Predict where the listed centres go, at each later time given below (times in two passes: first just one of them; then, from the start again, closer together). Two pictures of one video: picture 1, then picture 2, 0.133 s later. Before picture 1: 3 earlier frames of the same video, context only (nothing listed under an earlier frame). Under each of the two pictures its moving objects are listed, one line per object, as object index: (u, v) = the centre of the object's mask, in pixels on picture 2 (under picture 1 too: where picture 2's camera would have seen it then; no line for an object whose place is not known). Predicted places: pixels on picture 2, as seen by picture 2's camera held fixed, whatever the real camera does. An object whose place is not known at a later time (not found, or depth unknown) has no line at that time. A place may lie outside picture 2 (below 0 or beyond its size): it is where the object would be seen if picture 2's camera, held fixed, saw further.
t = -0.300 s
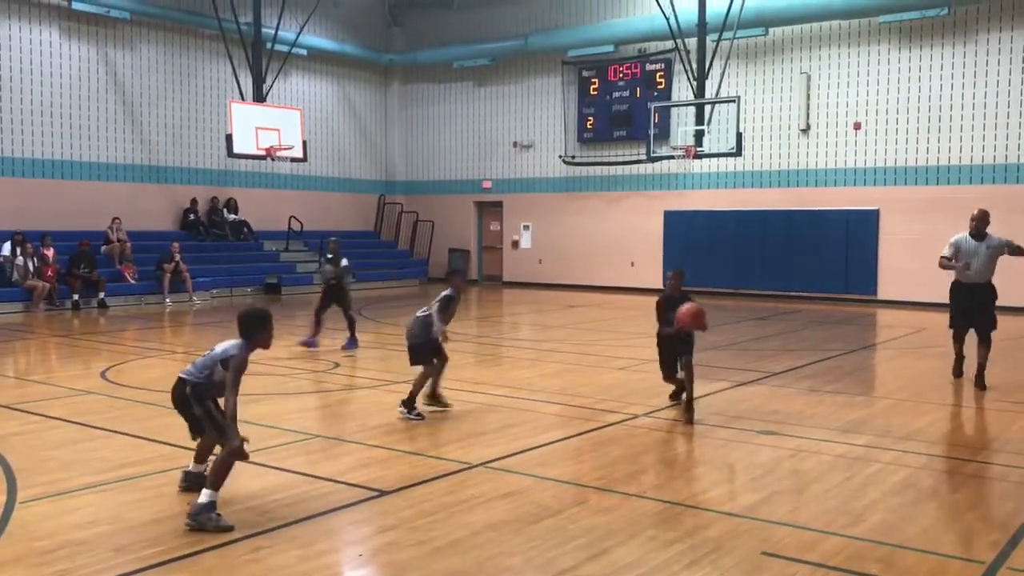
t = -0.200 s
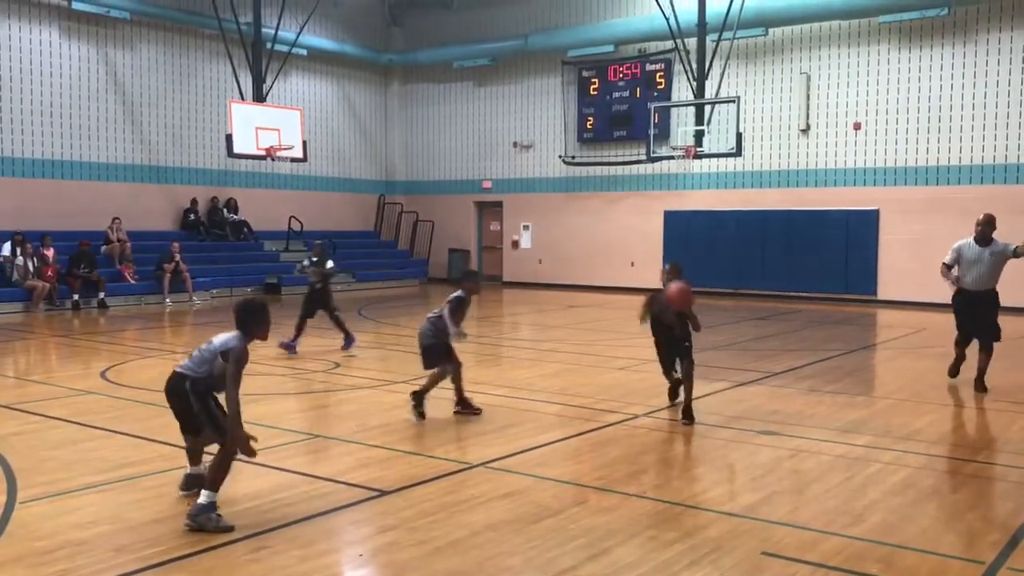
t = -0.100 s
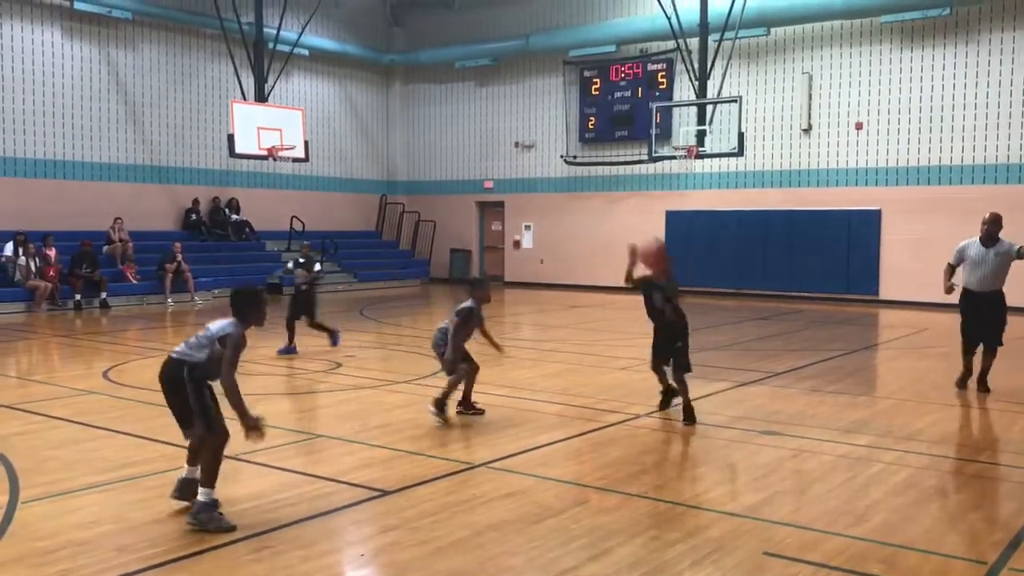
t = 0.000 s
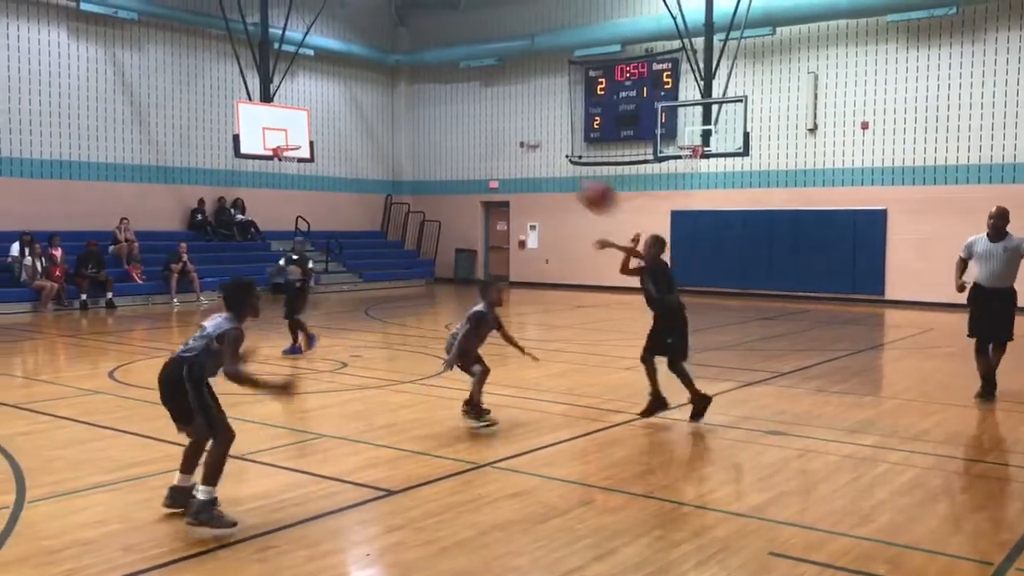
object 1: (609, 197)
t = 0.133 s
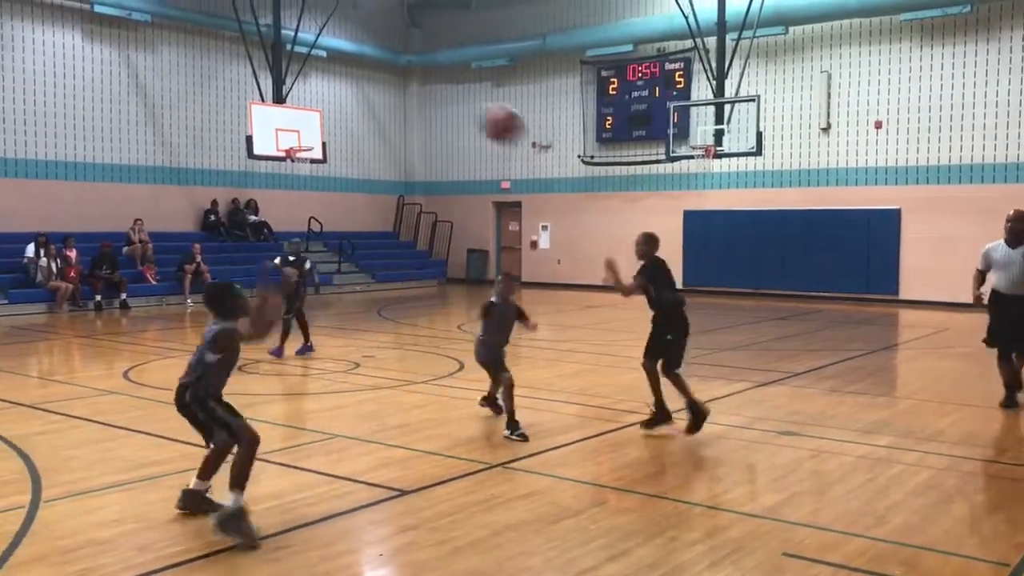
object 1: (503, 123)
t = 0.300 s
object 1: (330, 54)
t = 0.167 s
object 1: (475, 108)
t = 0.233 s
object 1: (405, 77)
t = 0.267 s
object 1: (371, 66)
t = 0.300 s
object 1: (330, 54)
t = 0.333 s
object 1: (292, 44)
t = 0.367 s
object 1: (246, 33)
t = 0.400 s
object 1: (201, 25)
